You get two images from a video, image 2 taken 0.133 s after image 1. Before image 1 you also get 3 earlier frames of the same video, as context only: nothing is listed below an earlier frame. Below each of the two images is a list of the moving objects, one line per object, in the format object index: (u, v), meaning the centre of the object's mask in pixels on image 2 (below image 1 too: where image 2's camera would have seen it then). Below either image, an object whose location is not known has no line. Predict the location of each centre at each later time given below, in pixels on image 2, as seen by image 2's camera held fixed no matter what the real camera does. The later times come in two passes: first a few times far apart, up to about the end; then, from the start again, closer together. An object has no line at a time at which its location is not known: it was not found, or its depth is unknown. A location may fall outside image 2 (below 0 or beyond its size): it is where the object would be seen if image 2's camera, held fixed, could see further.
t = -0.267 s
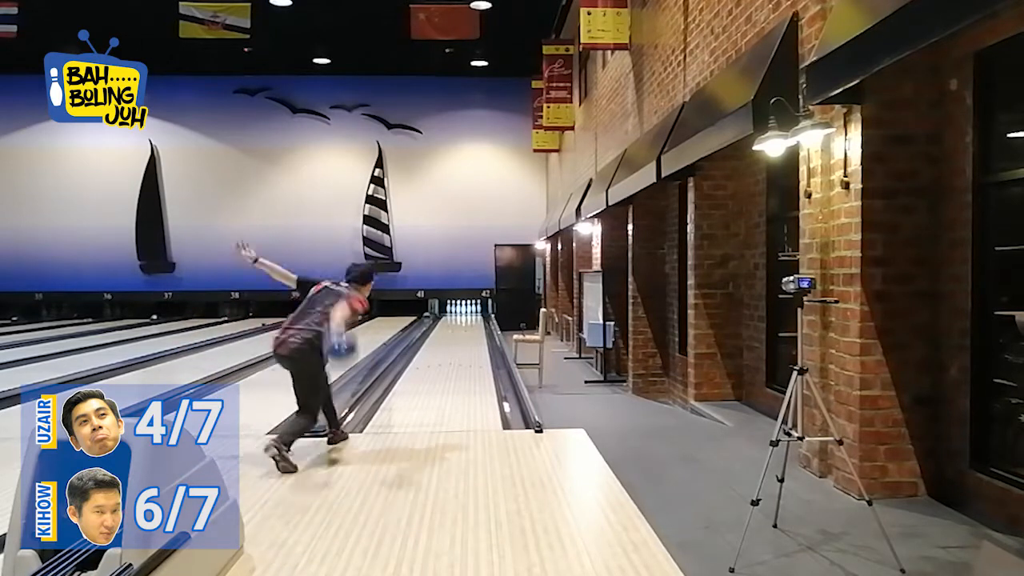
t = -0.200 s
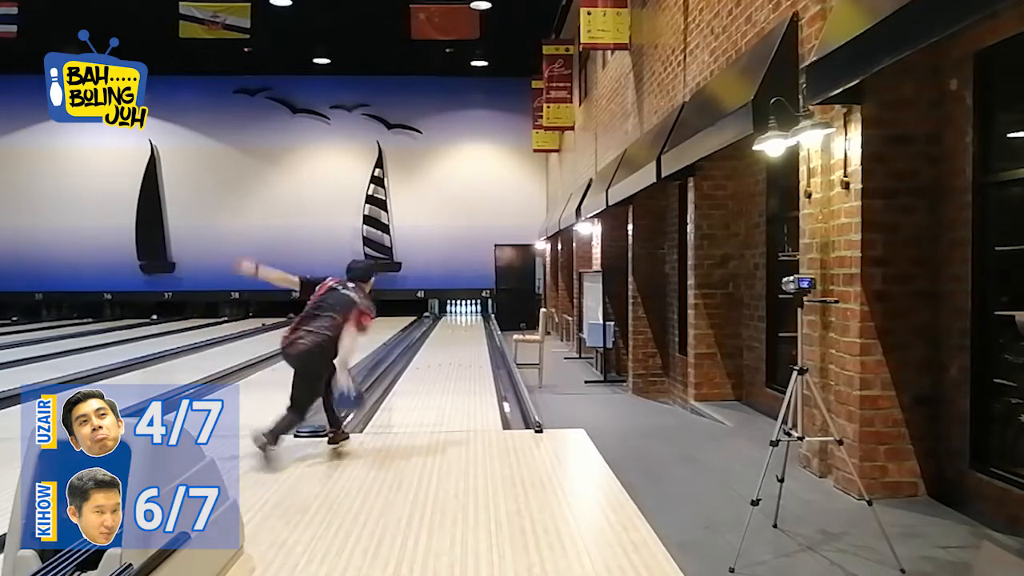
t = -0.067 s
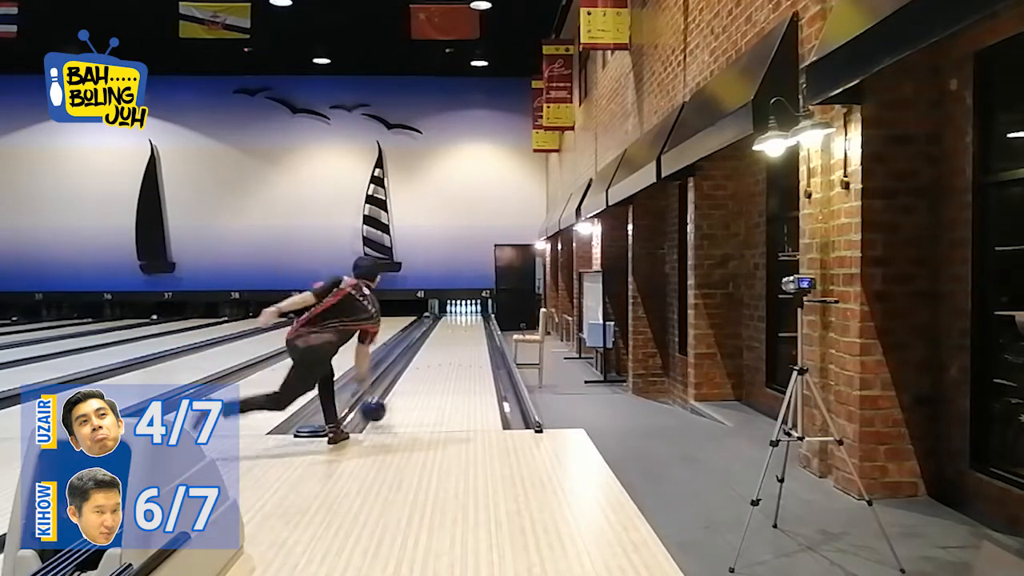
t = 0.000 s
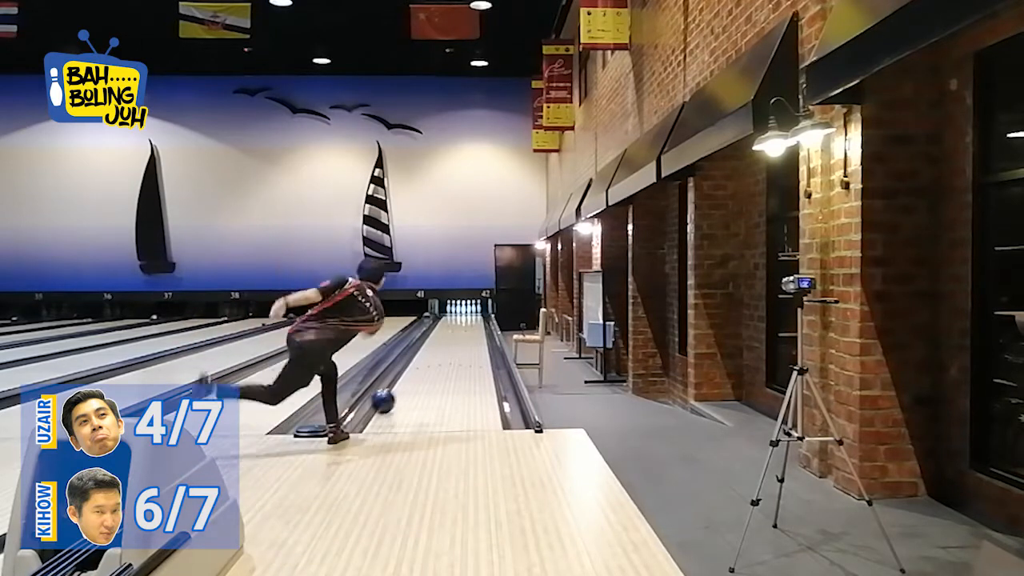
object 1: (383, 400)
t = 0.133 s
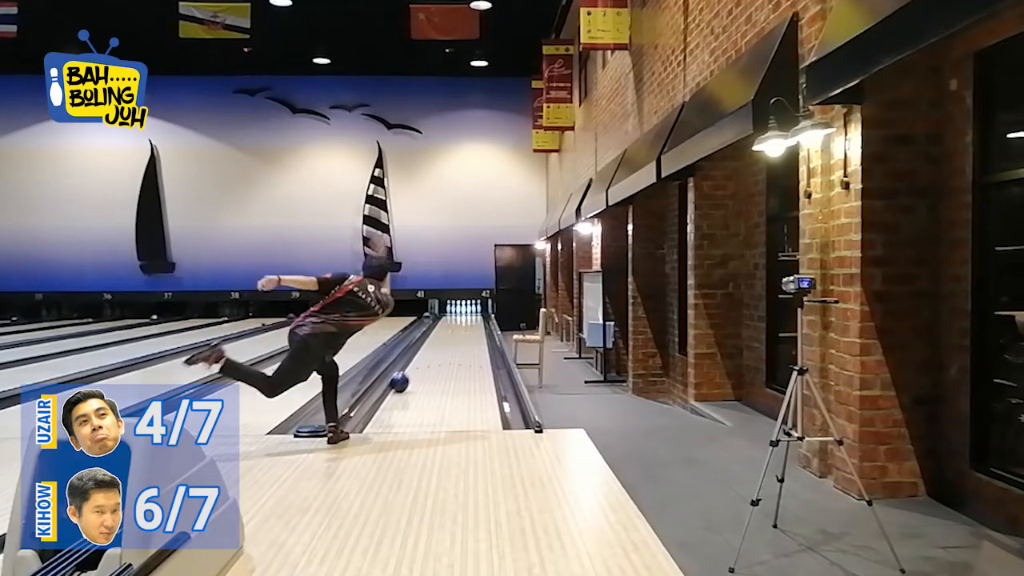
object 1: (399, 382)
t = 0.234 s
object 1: (408, 371)
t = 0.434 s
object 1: (422, 355)
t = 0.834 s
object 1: (439, 335)
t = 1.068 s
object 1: (446, 327)
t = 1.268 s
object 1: (451, 322)
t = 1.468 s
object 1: (454, 318)
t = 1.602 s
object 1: (457, 317)
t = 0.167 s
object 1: (402, 378)
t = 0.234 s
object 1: (408, 371)
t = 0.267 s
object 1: (410, 368)
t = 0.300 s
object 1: (413, 365)
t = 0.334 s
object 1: (415, 362)
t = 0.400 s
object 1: (419, 357)
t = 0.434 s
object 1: (422, 355)
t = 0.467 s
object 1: (424, 353)
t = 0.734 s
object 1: (435, 339)
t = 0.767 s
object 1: (437, 338)
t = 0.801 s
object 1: (438, 336)
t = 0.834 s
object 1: (439, 335)
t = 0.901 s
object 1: (441, 332)
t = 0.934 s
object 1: (442, 331)
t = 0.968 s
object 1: (443, 331)
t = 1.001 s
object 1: (444, 329)
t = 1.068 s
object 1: (446, 327)
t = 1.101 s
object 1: (447, 326)
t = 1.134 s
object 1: (447, 326)
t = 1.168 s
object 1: (448, 325)
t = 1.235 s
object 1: (450, 323)
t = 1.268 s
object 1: (451, 322)
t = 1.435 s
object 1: (453, 320)
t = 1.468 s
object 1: (454, 318)
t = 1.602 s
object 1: (457, 317)
